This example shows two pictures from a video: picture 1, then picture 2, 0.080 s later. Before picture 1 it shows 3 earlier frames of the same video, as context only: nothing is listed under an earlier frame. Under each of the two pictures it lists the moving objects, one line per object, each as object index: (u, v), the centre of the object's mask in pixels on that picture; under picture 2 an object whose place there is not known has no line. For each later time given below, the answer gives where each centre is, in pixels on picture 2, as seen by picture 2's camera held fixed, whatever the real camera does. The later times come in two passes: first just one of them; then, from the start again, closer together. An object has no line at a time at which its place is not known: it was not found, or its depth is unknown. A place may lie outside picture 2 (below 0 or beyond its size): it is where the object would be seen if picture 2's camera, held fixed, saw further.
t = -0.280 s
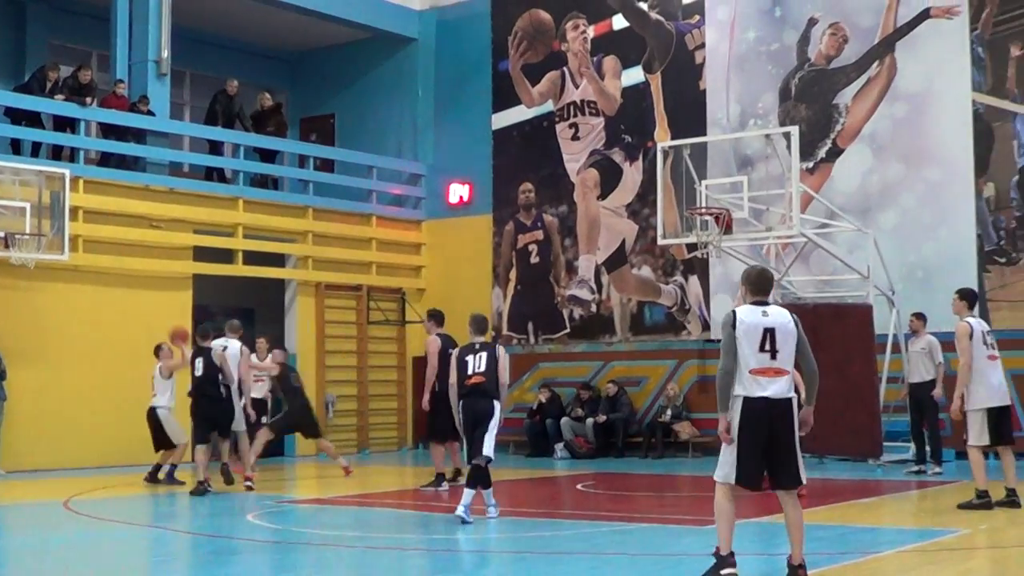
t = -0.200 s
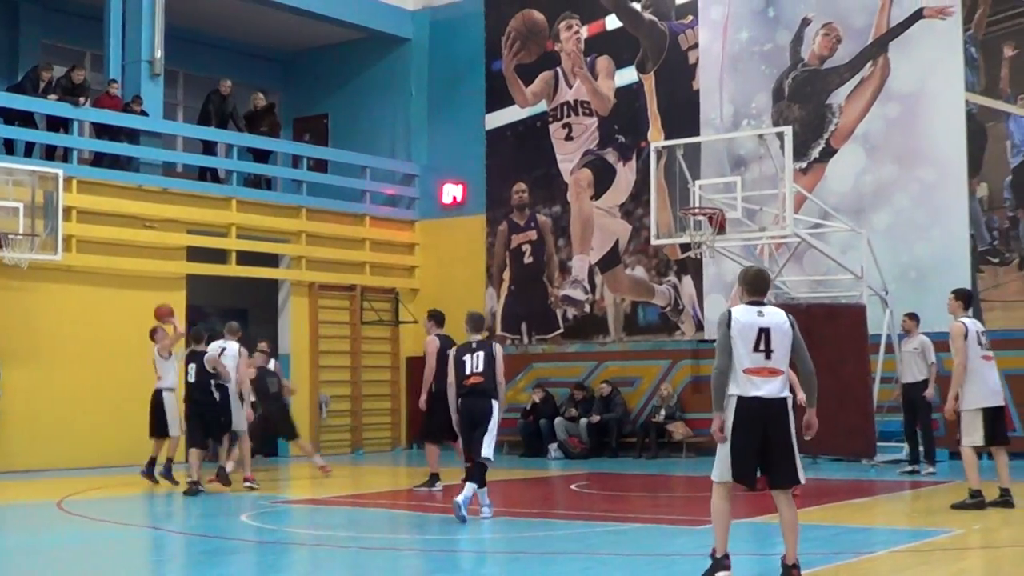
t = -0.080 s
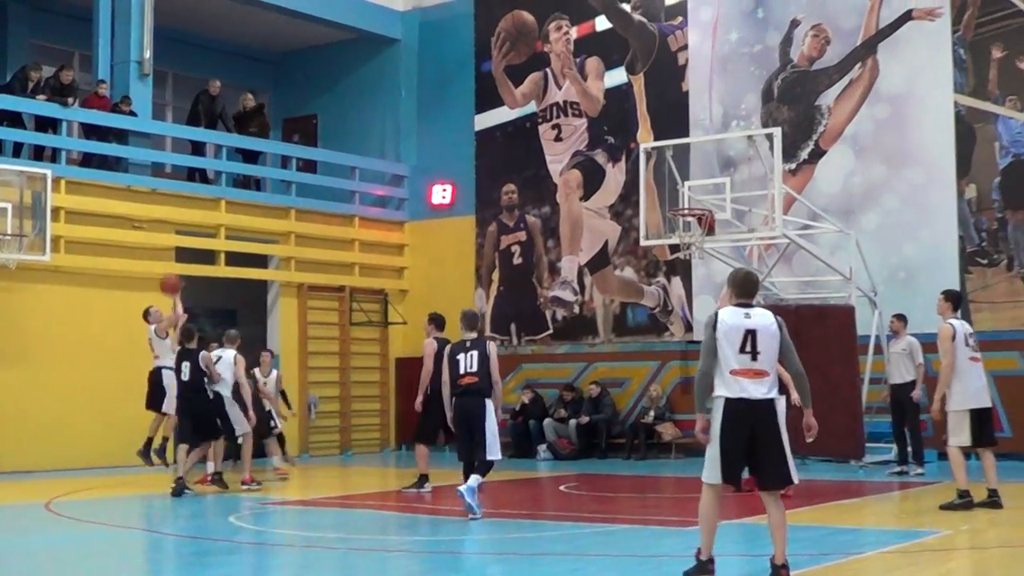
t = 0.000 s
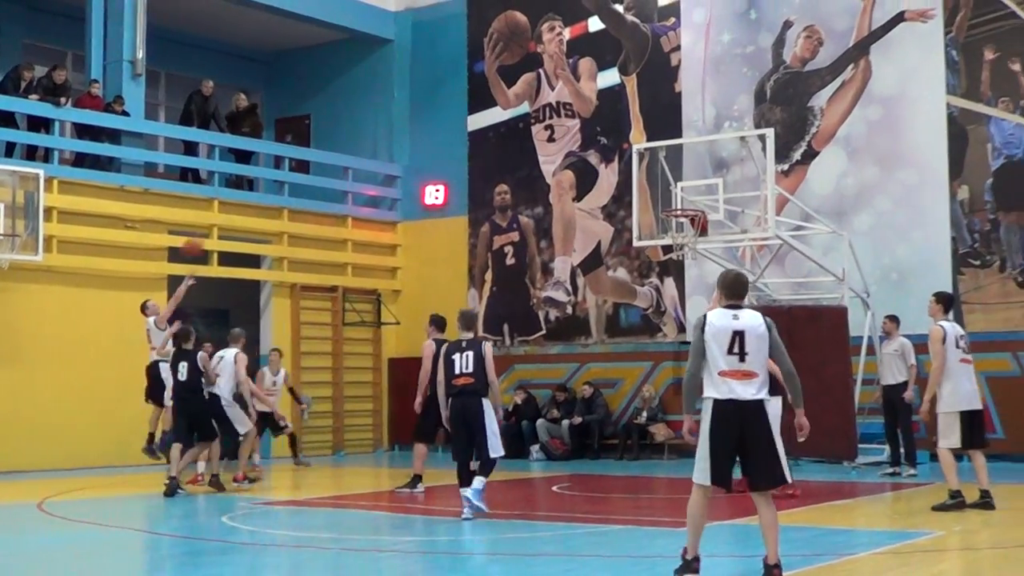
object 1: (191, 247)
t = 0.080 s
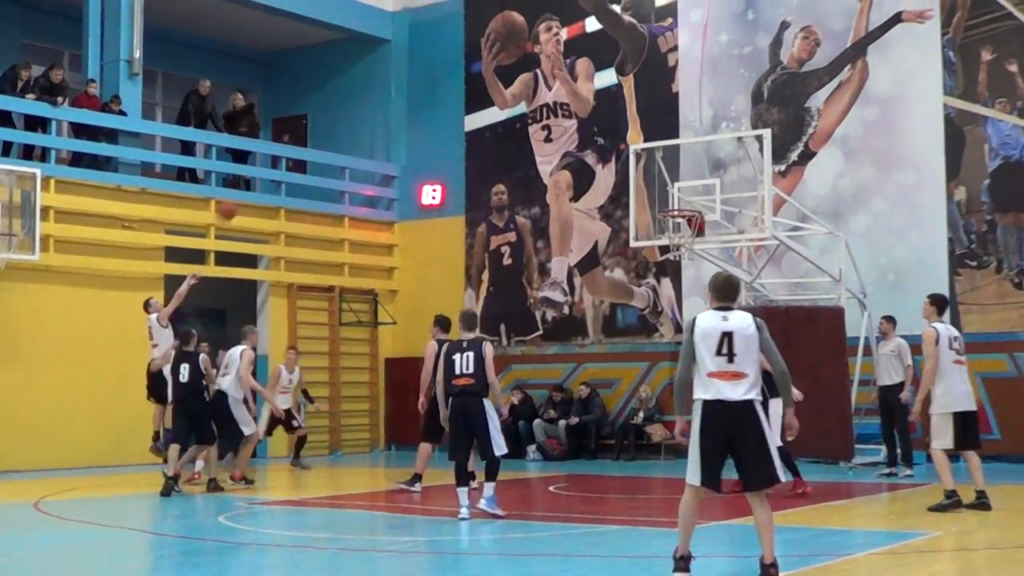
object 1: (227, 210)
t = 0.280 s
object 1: (317, 142)
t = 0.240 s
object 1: (299, 154)
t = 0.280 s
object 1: (317, 142)
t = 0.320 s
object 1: (335, 132)
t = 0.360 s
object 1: (353, 124)
